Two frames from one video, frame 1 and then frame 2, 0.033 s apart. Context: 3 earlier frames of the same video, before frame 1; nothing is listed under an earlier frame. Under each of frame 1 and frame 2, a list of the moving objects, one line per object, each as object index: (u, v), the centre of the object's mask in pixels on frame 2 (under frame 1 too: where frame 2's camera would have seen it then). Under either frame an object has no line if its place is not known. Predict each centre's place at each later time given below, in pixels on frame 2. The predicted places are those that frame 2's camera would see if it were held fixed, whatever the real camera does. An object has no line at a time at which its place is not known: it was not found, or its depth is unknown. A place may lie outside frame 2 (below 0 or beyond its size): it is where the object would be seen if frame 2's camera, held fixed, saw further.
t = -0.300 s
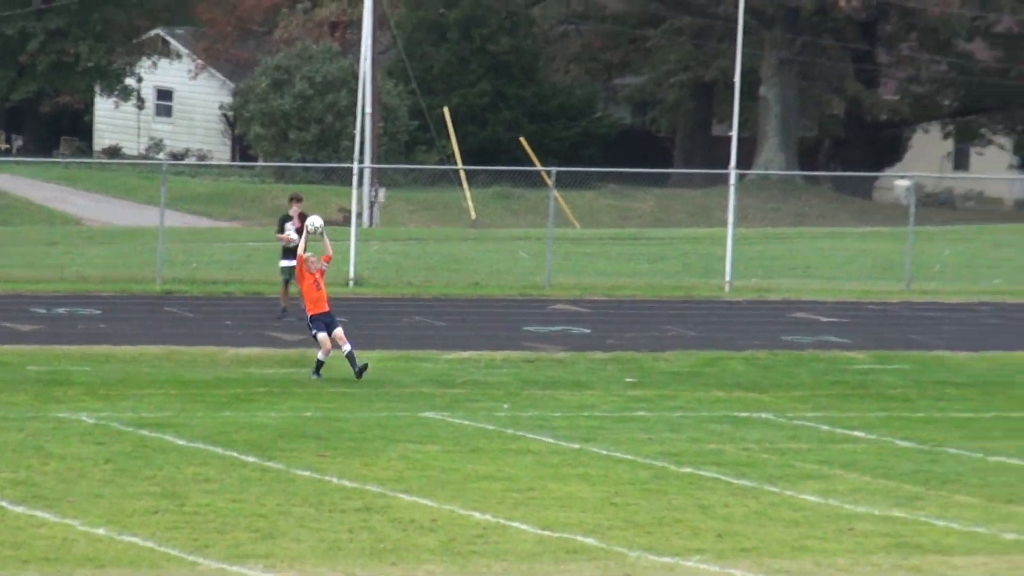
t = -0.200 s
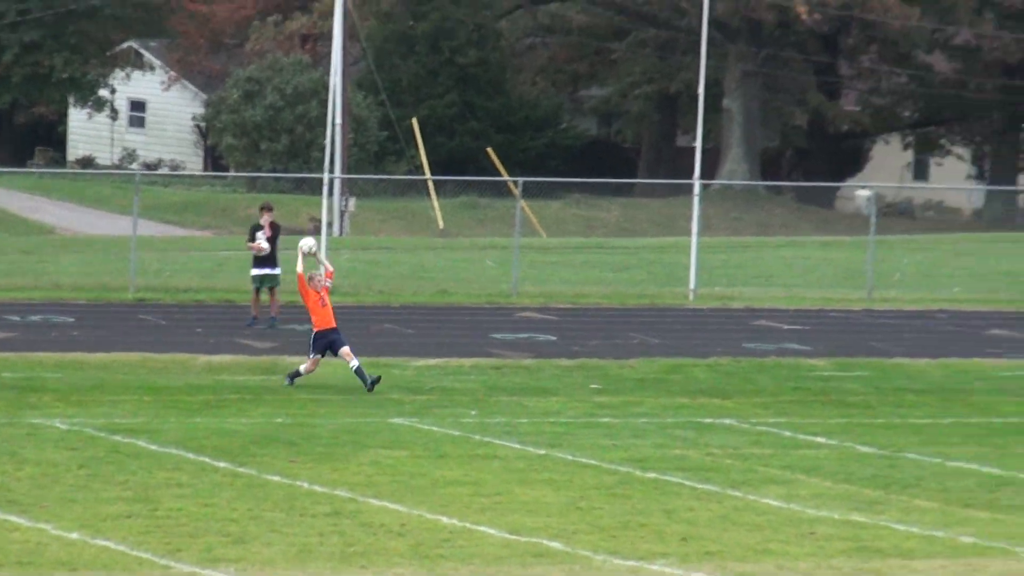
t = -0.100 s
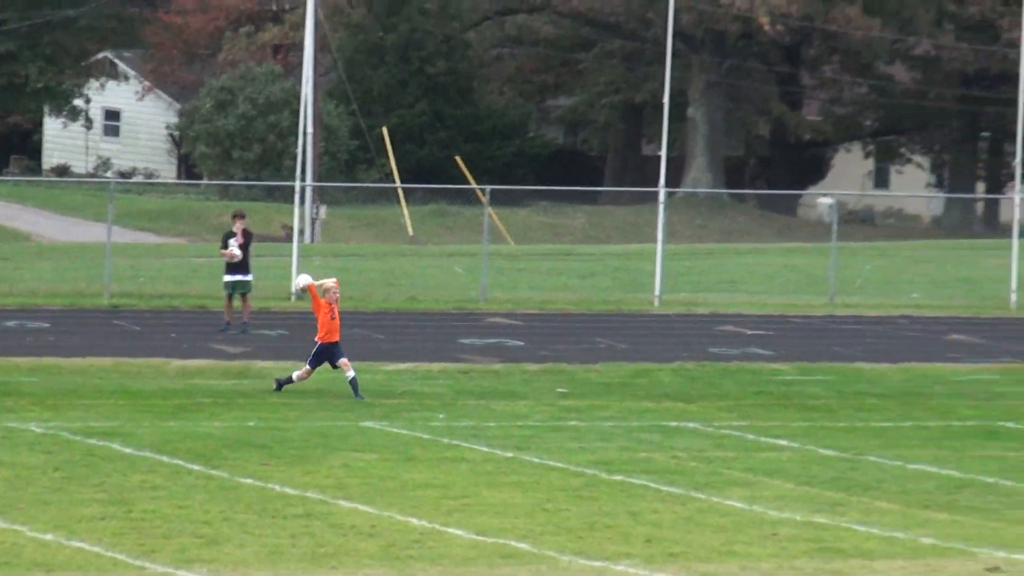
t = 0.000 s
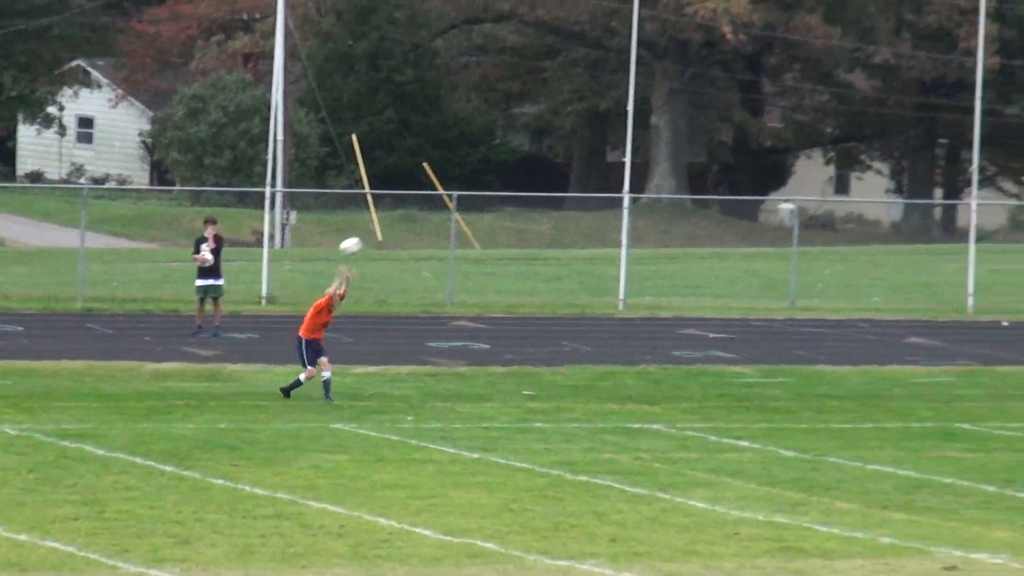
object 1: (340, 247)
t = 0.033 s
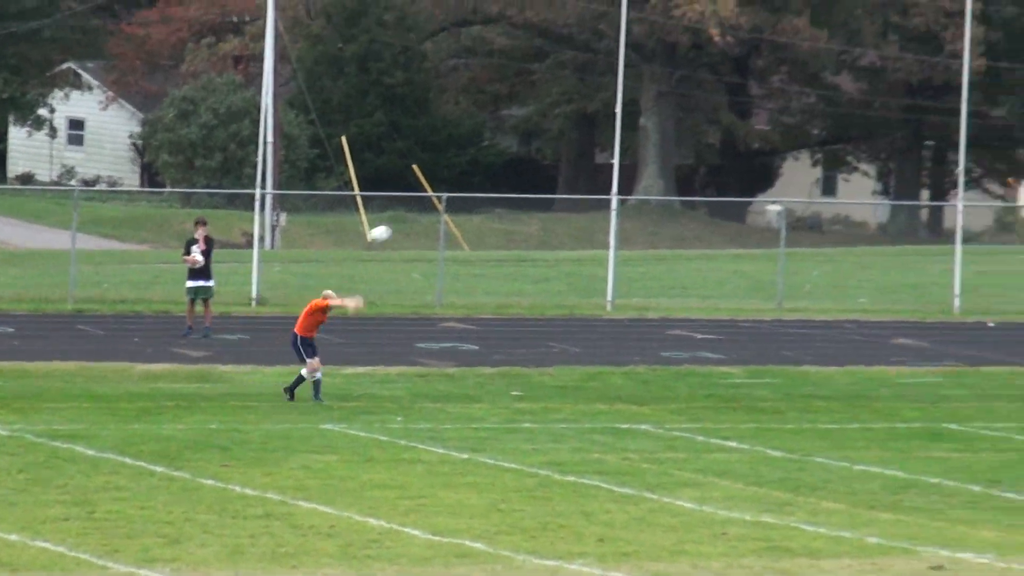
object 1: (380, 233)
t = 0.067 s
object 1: (419, 222)
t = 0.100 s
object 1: (459, 210)
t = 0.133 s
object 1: (499, 200)
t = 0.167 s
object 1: (539, 191)
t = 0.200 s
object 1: (578, 181)
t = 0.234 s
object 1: (616, 173)
